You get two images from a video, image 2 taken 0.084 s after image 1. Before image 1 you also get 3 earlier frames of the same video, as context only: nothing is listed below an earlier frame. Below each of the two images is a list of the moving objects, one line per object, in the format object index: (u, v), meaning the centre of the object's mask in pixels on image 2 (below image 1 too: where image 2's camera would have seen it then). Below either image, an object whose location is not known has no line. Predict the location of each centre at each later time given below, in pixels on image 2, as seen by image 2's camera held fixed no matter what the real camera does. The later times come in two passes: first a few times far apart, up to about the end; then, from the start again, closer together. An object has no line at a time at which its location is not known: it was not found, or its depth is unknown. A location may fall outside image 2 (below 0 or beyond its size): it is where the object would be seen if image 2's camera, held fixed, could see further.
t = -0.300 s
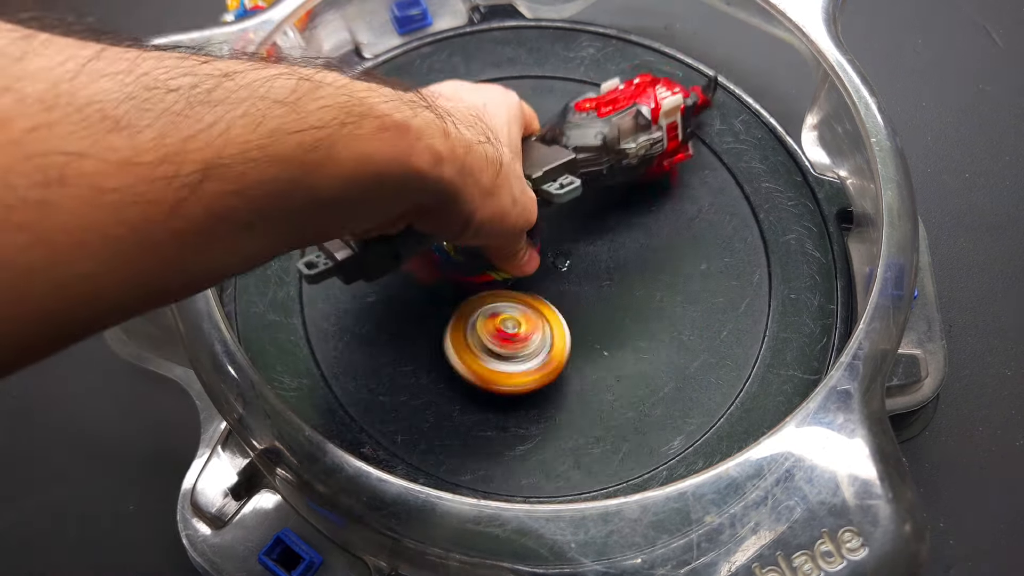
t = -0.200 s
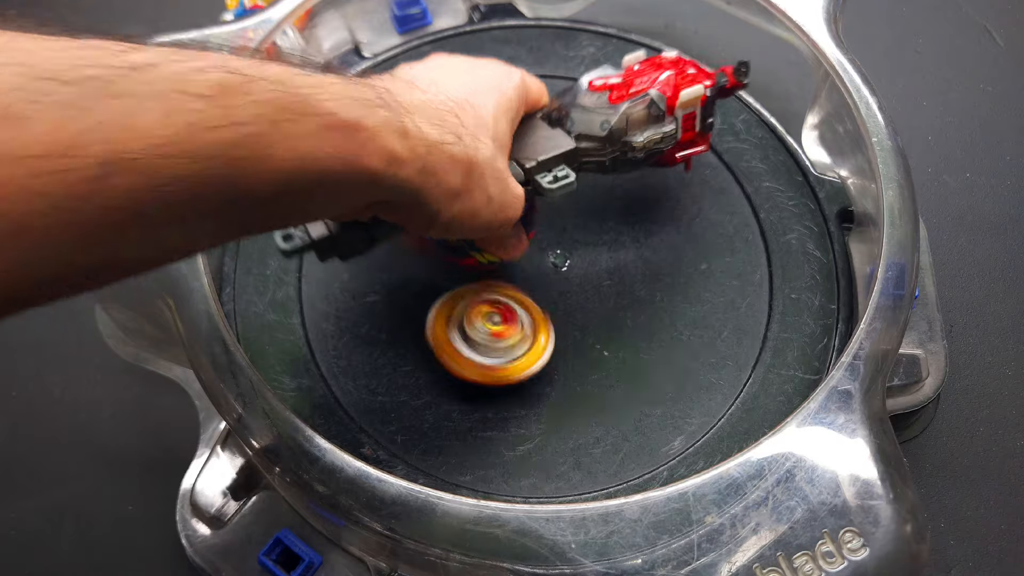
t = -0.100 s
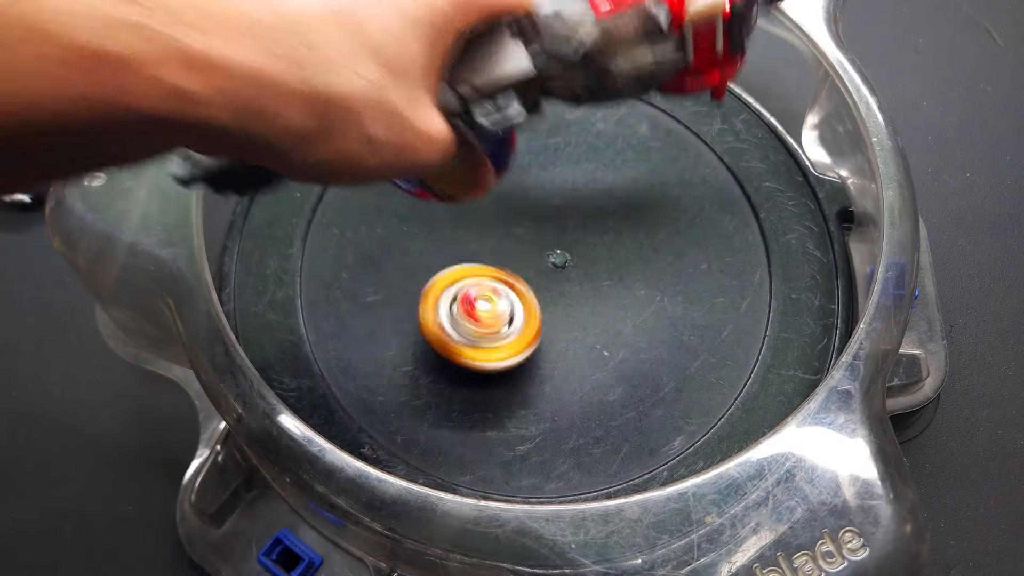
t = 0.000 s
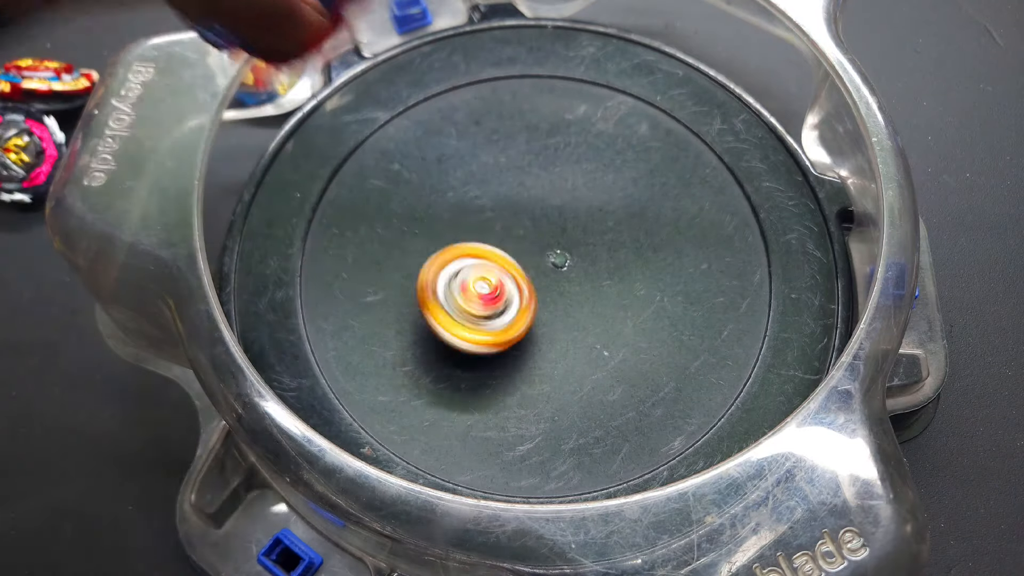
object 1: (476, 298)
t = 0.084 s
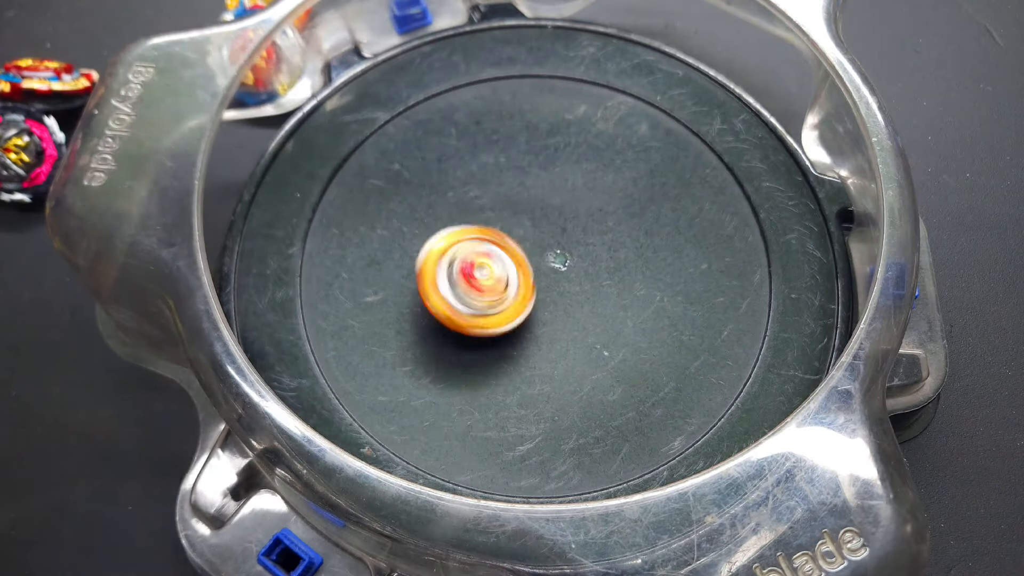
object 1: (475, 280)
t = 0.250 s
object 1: (487, 248)
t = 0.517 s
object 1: (526, 215)
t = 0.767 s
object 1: (562, 223)
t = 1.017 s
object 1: (578, 262)
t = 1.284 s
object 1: (559, 299)
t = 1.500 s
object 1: (522, 307)
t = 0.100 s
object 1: (475, 277)
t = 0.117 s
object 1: (477, 273)
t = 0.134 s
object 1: (477, 270)
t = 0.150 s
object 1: (478, 267)
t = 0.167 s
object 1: (479, 263)
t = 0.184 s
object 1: (481, 260)
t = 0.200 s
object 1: (482, 257)
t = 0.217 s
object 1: (483, 254)
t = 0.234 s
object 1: (484, 250)
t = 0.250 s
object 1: (487, 248)
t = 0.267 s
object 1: (488, 245)
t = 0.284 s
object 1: (490, 242)
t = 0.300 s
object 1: (492, 238)
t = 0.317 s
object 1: (495, 236)
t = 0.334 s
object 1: (497, 234)
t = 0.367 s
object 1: (502, 229)
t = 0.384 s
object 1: (504, 227)
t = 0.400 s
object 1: (507, 225)
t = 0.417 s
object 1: (509, 223)
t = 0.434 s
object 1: (512, 221)
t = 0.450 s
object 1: (515, 220)
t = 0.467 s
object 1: (518, 218)
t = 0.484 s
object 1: (520, 217)
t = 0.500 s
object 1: (524, 216)
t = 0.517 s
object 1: (526, 215)
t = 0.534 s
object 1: (529, 214)
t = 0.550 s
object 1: (531, 214)
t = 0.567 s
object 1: (534, 213)
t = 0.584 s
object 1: (536, 213)
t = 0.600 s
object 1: (539, 213)
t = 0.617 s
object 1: (541, 213)
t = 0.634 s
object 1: (544, 214)
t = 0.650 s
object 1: (546, 214)
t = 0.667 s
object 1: (549, 215)
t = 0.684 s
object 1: (551, 216)
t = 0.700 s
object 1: (554, 217)
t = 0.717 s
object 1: (556, 218)
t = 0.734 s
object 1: (558, 219)
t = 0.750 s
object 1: (561, 221)
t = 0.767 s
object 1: (562, 223)
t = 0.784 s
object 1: (564, 225)
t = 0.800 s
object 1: (566, 226)
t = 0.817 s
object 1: (568, 229)
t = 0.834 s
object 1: (569, 231)
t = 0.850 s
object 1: (570, 233)
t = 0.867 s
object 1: (572, 236)
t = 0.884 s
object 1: (573, 239)
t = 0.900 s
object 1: (574, 241)
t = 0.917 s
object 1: (575, 244)
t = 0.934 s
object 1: (576, 246)
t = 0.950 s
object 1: (577, 250)
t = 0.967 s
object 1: (577, 253)
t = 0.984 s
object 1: (577, 255)
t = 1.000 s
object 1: (578, 258)
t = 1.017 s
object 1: (578, 262)
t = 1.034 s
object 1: (578, 265)
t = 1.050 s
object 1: (577, 267)
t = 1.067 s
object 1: (578, 270)
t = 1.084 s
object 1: (577, 273)
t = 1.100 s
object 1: (577, 276)
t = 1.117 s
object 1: (575, 278)
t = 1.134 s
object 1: (575, 281)
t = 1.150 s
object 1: (574, 284)
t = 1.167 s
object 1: (572, 284)
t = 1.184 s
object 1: (570, 286)
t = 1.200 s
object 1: (569, 290)
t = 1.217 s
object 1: (566, 291)
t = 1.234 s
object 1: (565, 294)
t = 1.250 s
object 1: (563, 295)
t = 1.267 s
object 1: (562, 298)
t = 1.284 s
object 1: (559, 299)
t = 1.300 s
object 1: (556, 301)
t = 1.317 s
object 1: (554, 301)
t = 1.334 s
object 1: (551, 304)
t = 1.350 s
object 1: (548, 304)
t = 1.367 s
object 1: (545, 305)
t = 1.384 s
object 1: (544, 305)
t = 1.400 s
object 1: (541, 306)
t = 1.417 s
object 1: (538, 306)
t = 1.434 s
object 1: (534, 307)
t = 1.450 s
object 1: (532, 306)
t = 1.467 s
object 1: (529, 307)
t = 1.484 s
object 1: (526, 307)
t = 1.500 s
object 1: (522, 307)
